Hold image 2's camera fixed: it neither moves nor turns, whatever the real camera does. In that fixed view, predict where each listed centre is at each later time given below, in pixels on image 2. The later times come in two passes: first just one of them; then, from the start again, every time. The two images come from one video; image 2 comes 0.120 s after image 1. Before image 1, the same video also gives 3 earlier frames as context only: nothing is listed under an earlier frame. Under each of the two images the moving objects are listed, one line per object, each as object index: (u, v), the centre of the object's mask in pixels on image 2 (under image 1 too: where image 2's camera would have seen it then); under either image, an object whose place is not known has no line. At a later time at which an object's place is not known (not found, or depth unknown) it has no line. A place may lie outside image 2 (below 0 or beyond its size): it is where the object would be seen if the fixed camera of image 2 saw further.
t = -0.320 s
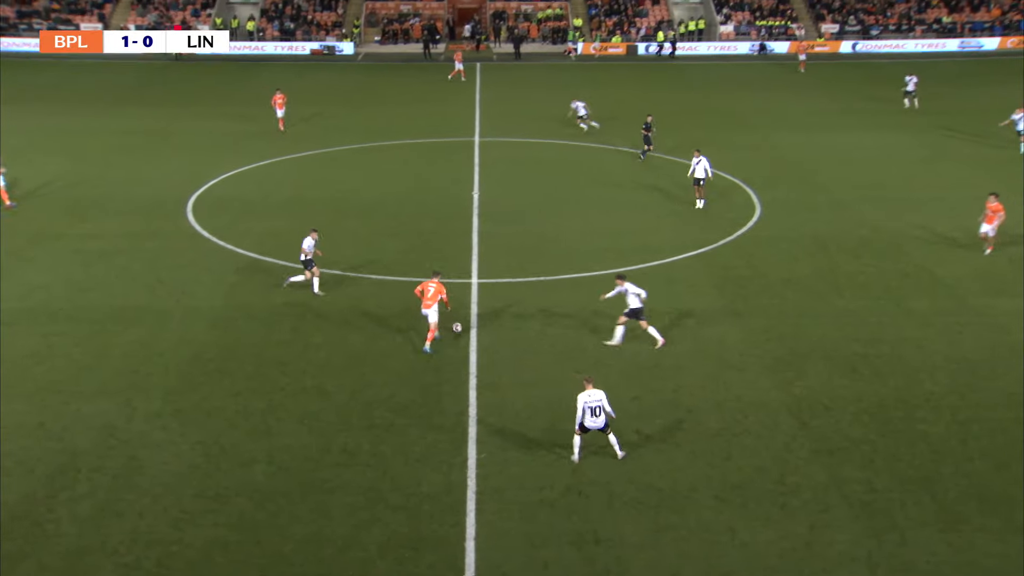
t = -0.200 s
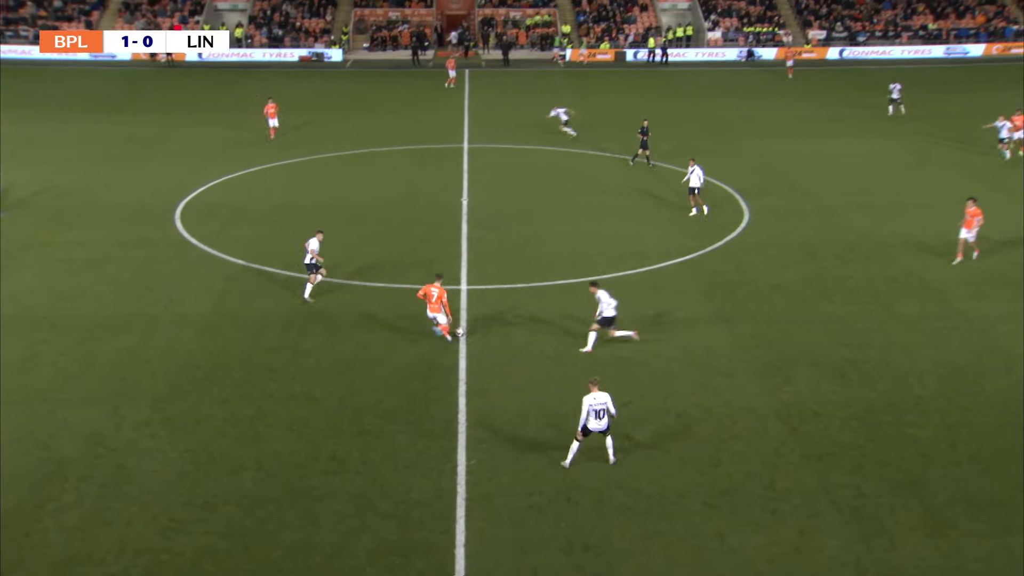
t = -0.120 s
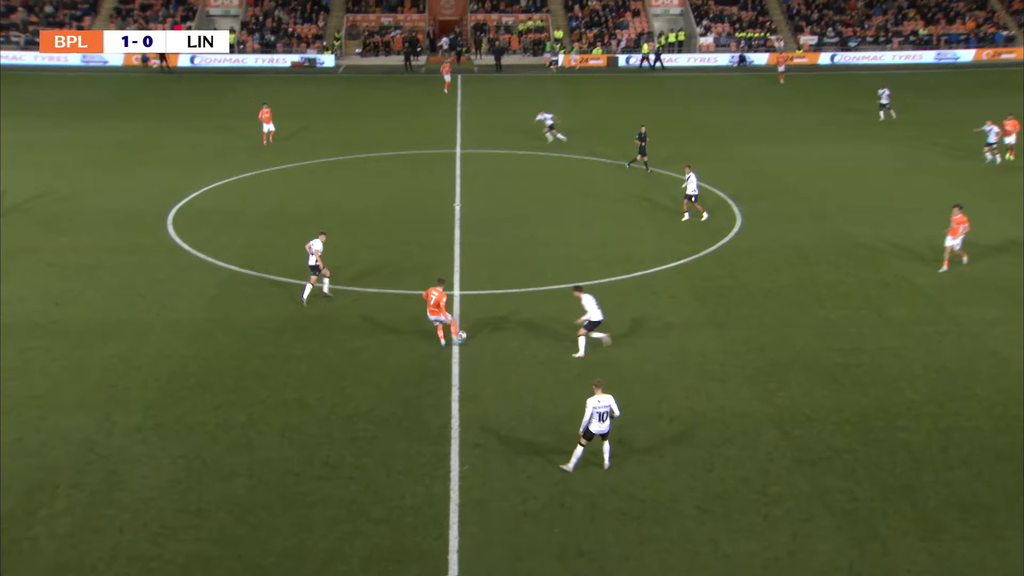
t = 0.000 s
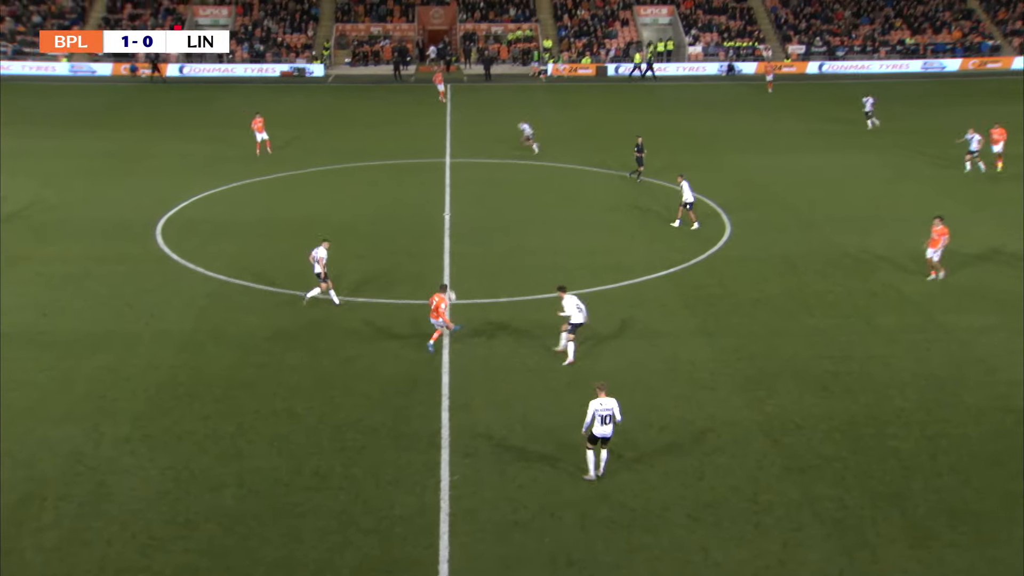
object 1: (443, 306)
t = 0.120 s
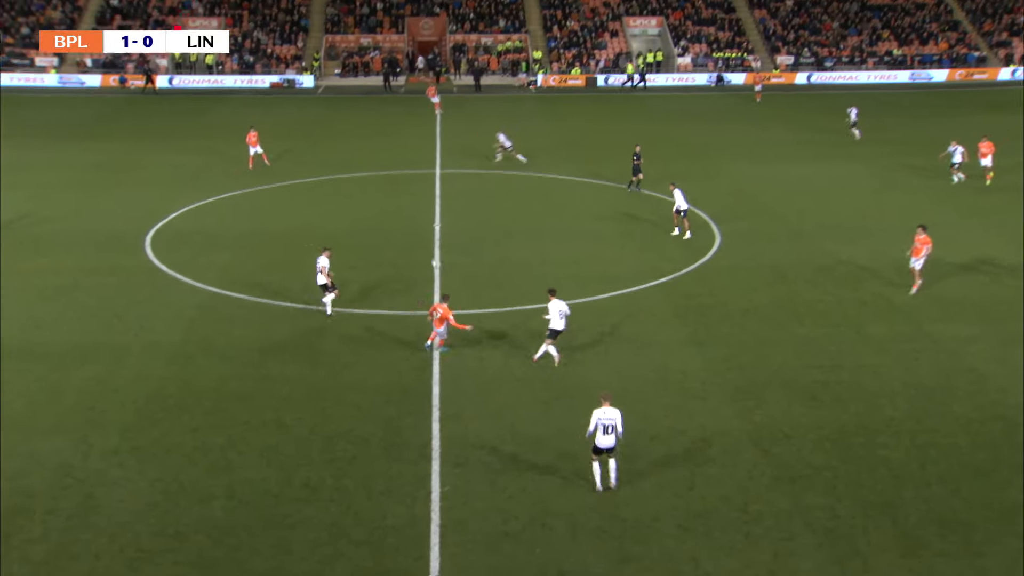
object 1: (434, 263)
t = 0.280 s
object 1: (424, 228)
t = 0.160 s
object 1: (433, 252)
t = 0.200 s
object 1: (430, 243)
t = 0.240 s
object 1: (427, 235)
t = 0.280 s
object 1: (424, 228)
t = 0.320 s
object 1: (421, 223)
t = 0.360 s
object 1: (417, 219)
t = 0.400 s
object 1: (414, 215)
